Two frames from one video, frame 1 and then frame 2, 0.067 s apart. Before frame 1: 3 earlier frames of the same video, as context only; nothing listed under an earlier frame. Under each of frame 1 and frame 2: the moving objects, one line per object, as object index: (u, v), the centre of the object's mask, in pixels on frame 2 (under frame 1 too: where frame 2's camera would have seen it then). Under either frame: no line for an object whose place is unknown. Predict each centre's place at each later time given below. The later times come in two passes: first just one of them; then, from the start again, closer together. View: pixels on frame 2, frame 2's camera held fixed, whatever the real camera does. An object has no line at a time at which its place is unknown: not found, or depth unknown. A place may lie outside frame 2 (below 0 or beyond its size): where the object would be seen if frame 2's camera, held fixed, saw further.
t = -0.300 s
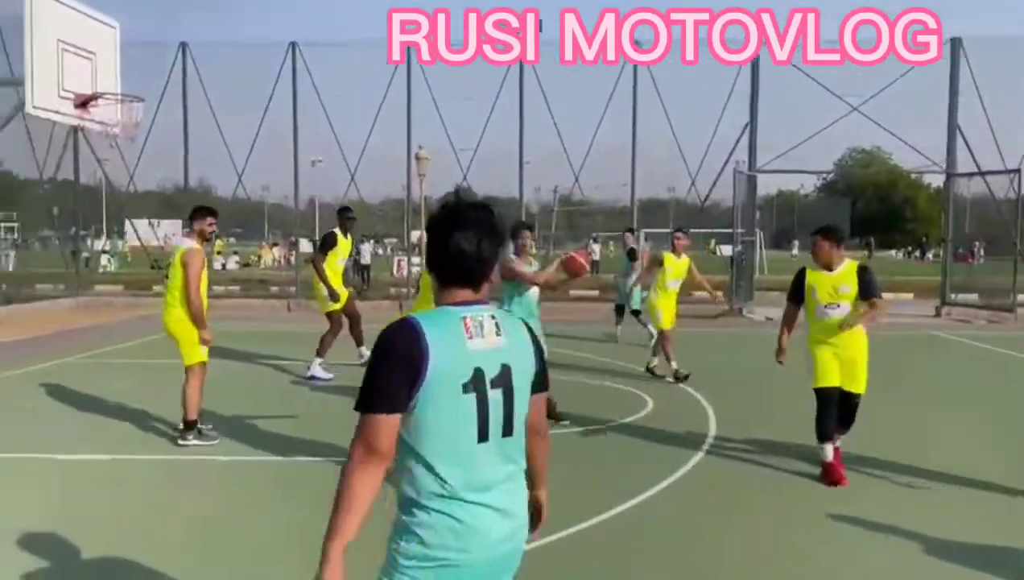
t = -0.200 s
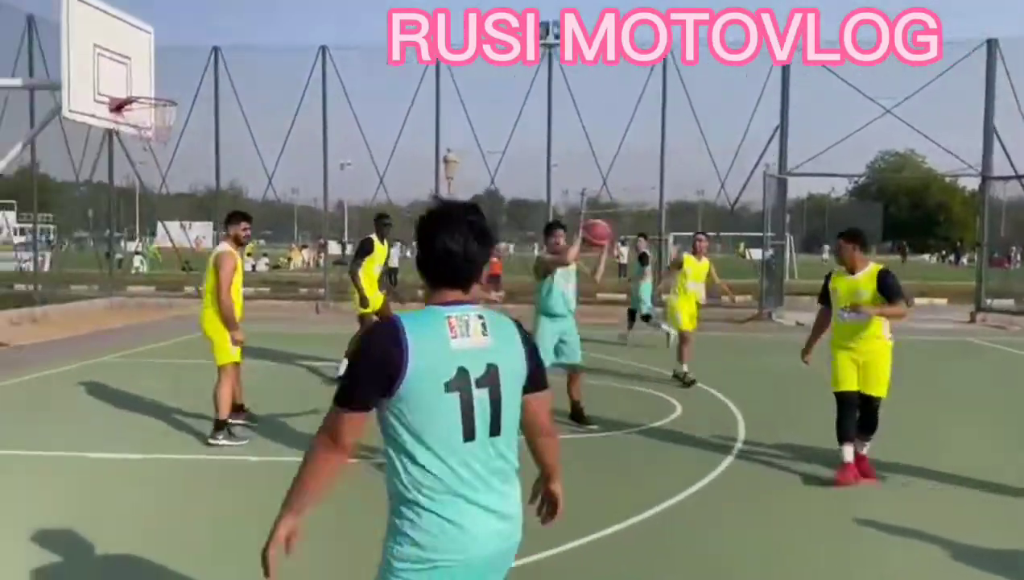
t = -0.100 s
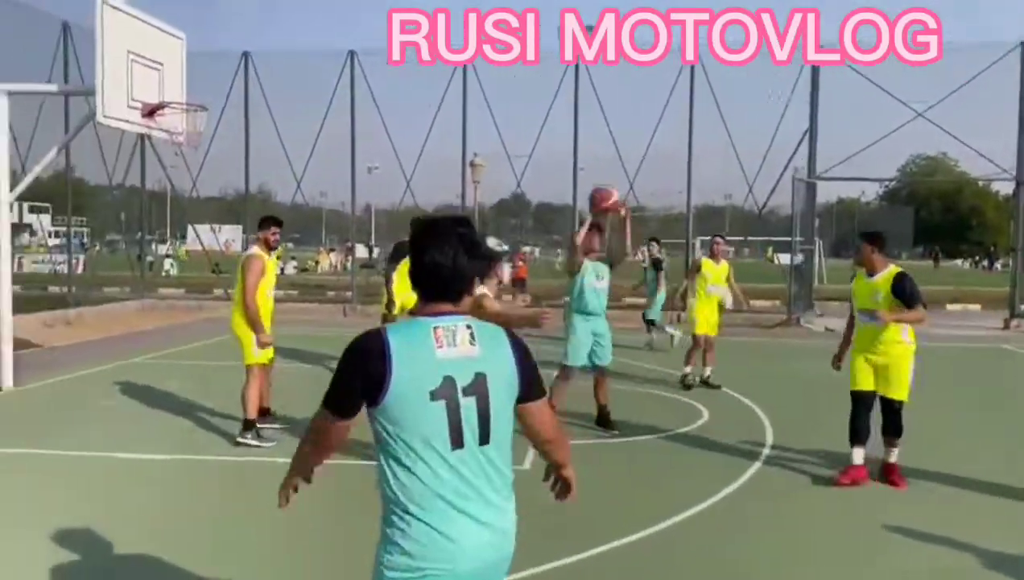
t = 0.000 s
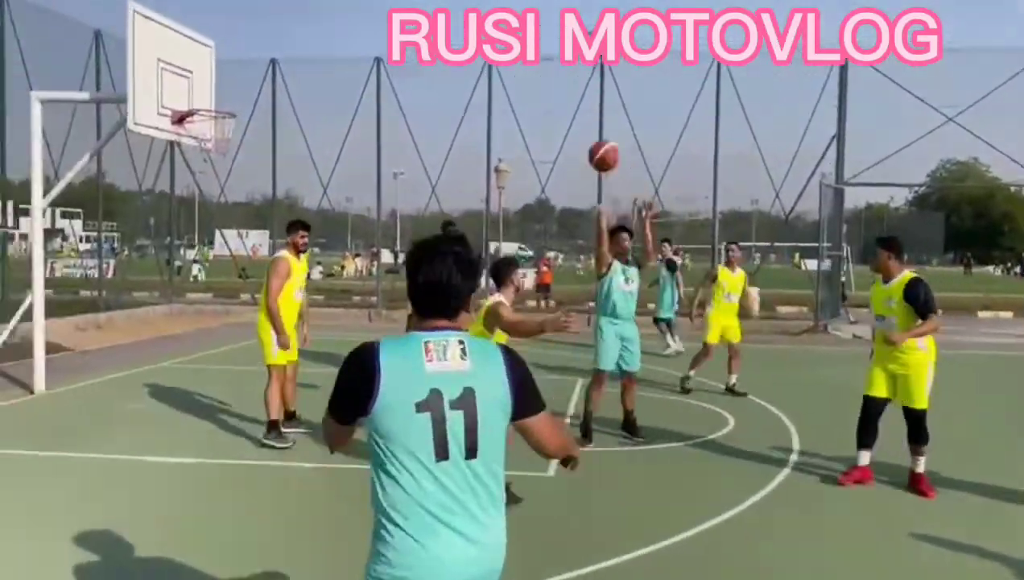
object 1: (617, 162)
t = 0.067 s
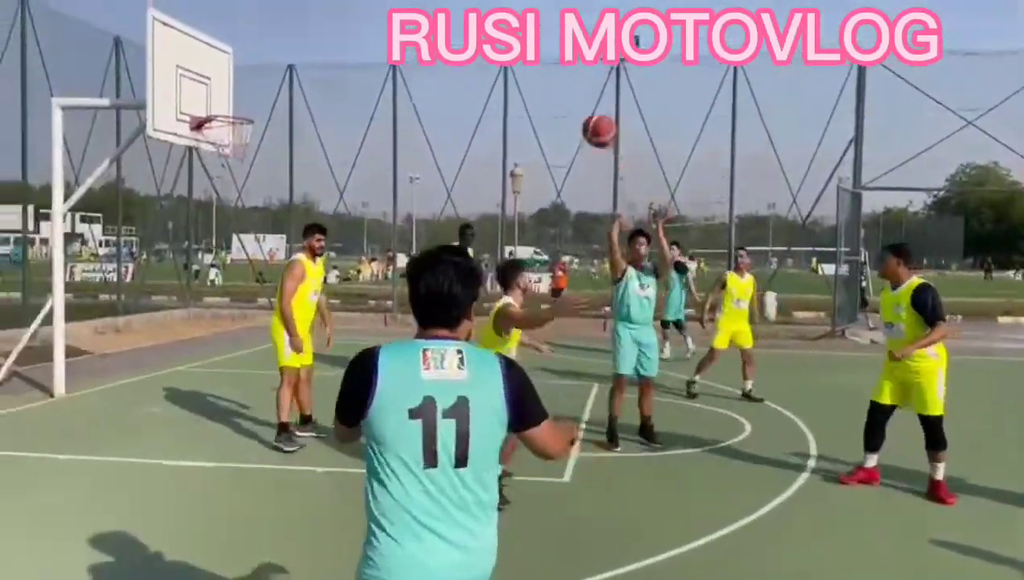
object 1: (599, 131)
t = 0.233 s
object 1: (540, 63)
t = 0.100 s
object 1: (589, 116)
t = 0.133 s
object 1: (578, 102)
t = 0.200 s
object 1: (553, 75)
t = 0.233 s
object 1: (540, 63)
